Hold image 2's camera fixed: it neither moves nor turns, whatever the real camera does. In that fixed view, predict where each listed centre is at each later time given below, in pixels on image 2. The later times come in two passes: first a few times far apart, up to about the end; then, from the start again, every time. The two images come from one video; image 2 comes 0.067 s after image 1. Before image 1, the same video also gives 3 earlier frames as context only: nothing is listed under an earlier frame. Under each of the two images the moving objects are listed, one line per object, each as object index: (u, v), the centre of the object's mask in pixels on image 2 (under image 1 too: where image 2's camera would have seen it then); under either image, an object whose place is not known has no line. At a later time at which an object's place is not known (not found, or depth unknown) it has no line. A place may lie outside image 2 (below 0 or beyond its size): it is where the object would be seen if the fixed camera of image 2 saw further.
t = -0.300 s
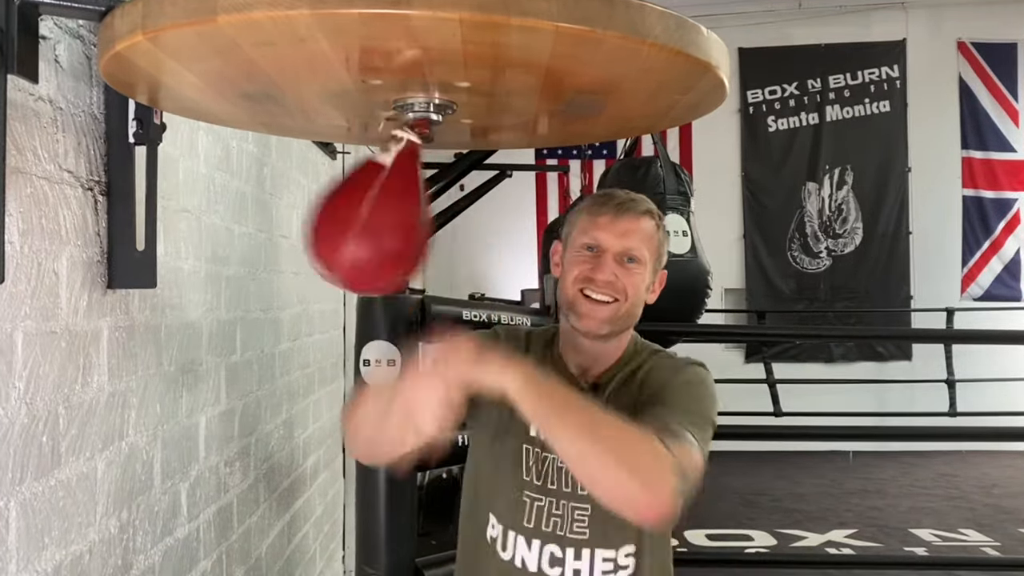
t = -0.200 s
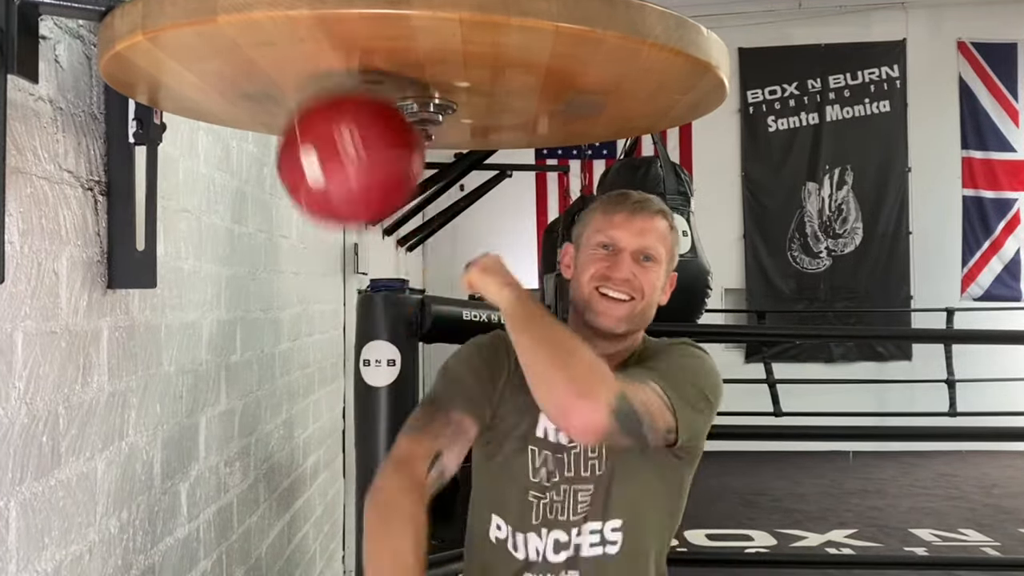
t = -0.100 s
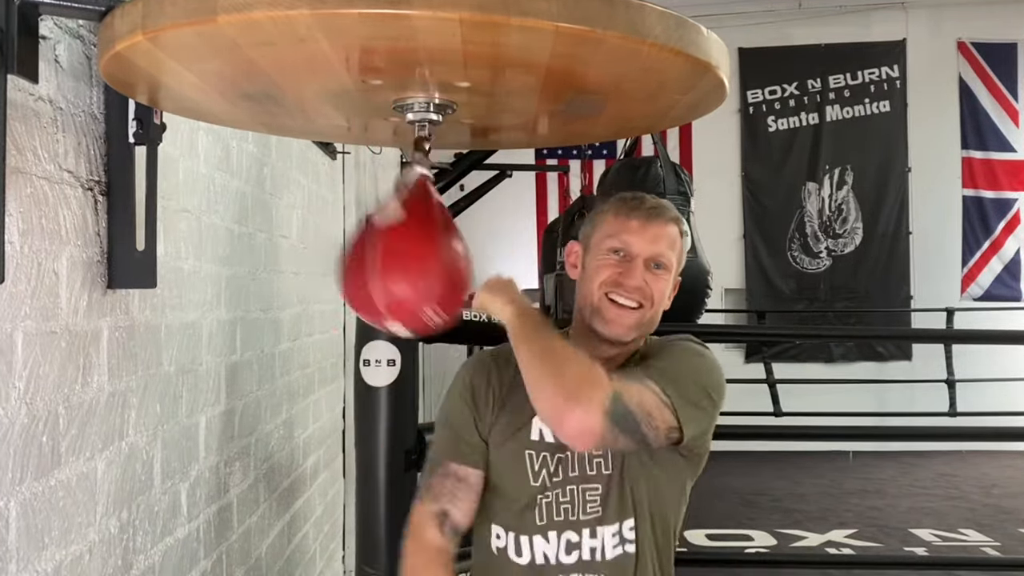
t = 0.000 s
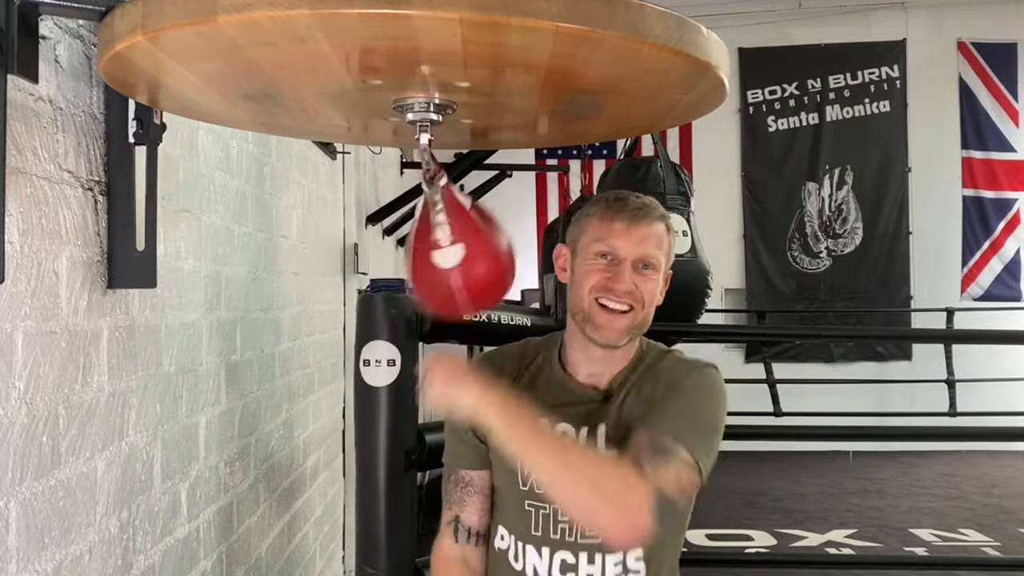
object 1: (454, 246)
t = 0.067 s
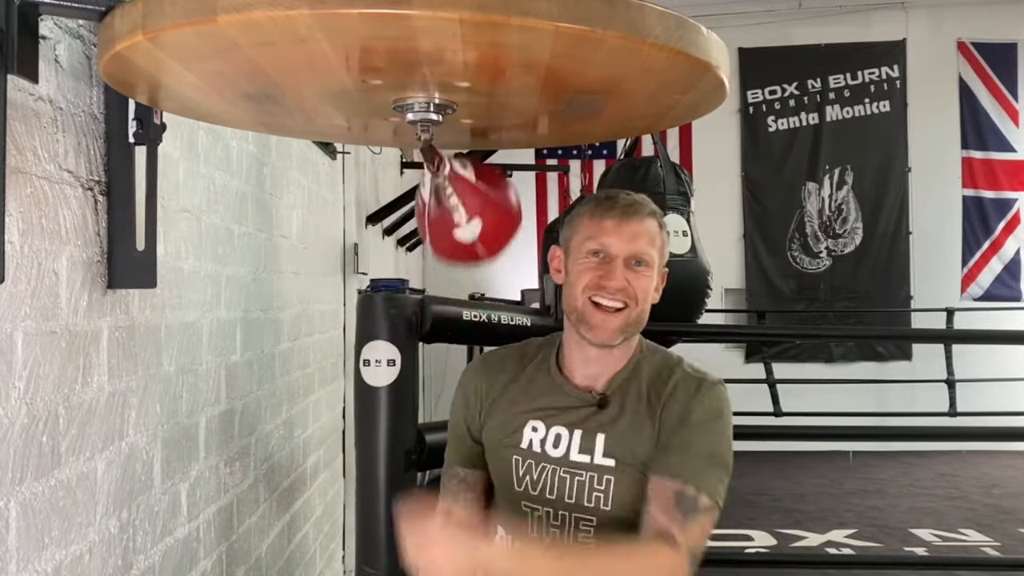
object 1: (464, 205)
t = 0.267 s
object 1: (432, 246)
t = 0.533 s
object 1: (385, 155)
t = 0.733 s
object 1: (423, 220)
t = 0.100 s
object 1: (464, 187)
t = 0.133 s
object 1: (462, 177)
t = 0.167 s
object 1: (456, 192)
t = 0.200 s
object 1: (449, 210)
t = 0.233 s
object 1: (442, 228)
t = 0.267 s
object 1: (432, 246)
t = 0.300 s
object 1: (422, 260)
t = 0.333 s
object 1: (411, 265)
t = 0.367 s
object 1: (401, 261)
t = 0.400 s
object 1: (392, 246)
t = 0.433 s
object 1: (386, 225)
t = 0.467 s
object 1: (383, 199)
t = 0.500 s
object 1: (382, 175)
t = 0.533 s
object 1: (385, 155)
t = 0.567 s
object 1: (390, 145)
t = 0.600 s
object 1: (395, 143)
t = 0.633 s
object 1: (401, 152)
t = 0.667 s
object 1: (408, 170)
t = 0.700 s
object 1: (415, 194)
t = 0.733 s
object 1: (423, 220)
